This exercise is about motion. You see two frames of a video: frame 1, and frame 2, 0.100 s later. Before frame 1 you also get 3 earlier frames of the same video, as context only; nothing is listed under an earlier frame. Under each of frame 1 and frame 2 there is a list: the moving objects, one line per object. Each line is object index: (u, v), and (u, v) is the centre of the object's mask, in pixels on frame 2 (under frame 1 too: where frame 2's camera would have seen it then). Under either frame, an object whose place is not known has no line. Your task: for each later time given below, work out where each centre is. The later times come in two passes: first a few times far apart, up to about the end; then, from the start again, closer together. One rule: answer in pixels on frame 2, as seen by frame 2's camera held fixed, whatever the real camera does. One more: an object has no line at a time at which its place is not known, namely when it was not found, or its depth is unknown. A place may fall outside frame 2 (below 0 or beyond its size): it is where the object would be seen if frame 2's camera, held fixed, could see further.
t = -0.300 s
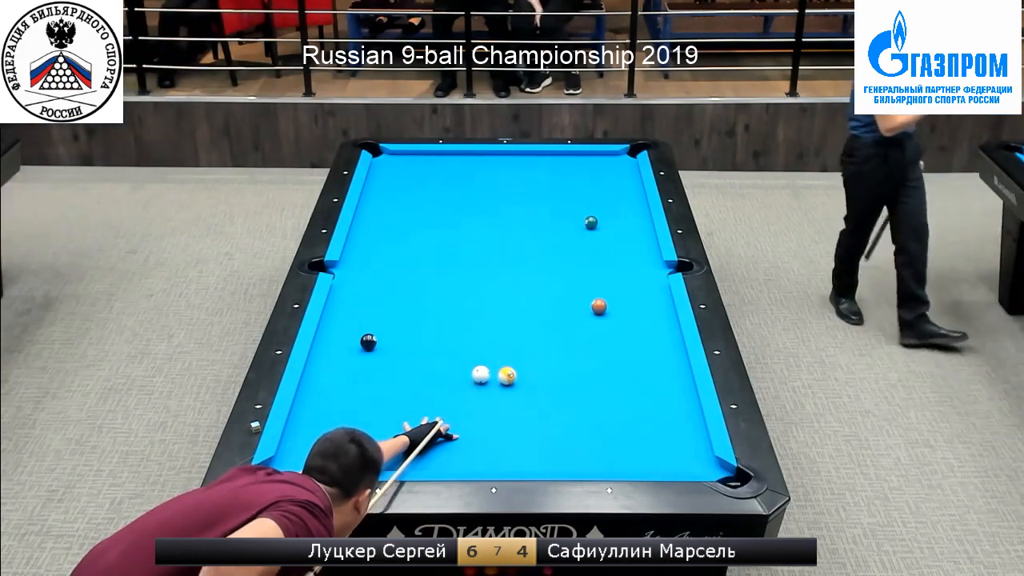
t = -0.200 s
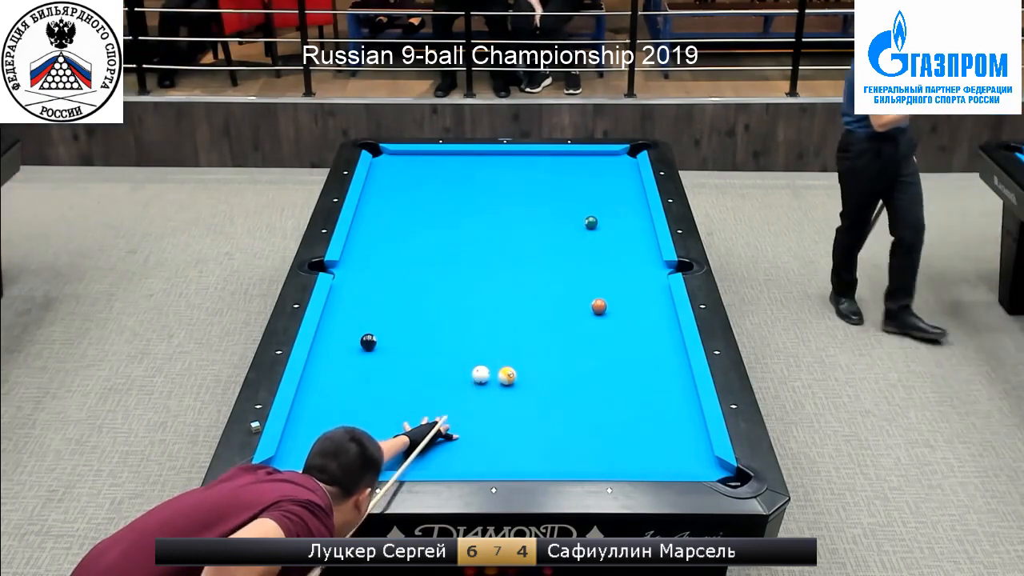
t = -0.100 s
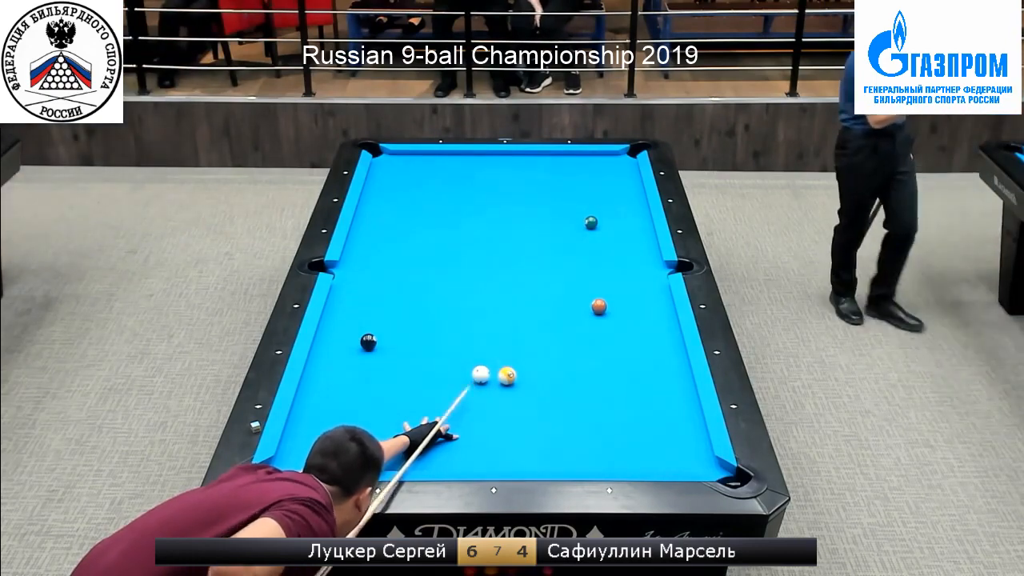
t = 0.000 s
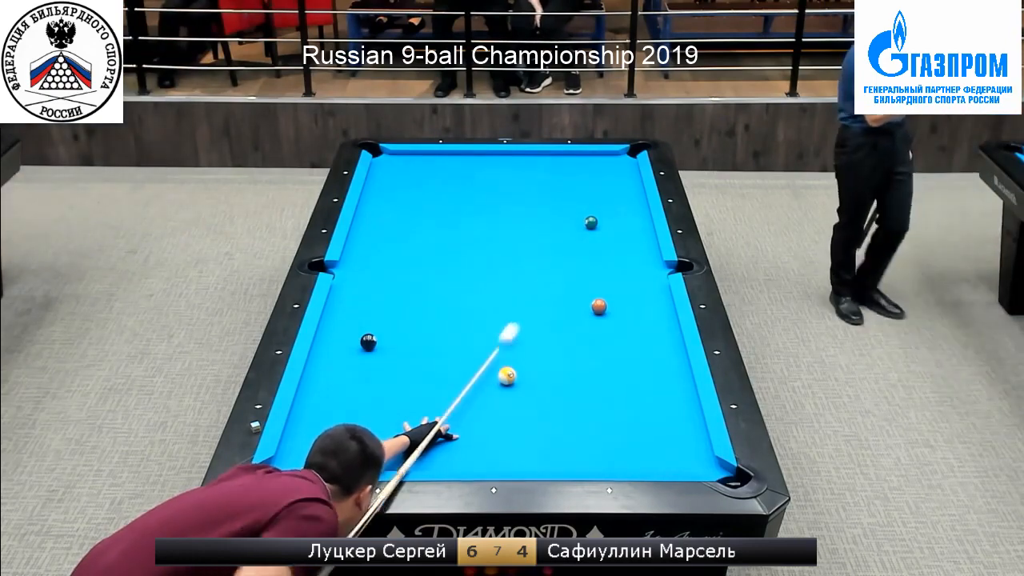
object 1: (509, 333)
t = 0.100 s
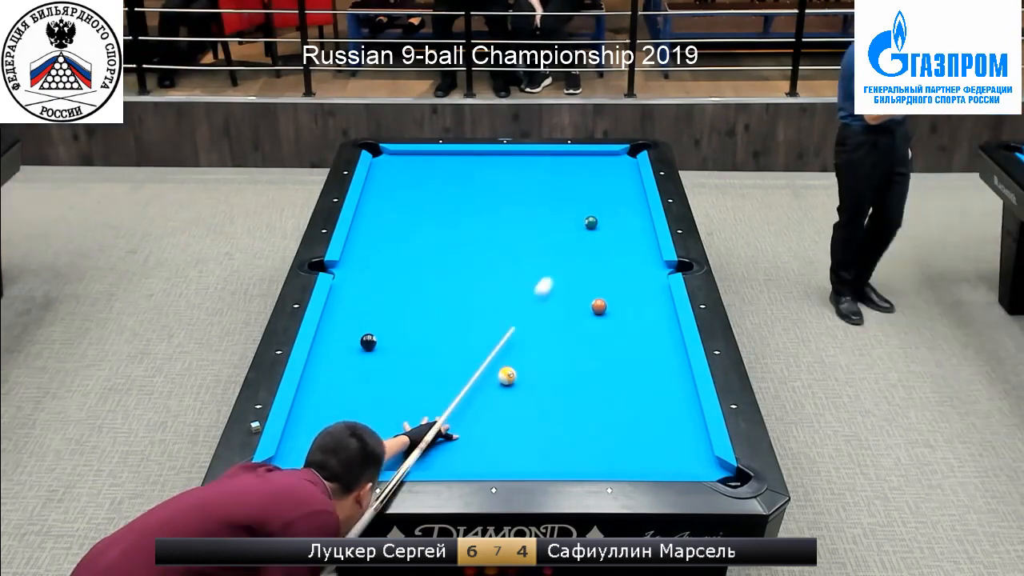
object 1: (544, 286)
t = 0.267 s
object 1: (587, 228)
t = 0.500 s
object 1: (603, 222)
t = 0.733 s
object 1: (623, 205)
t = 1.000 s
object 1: (634, 187)
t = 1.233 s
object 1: (621, 176)
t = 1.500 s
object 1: (607, 163)
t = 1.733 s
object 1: (595, 153)
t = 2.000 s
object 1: (585, 160)
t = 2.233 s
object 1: (577, 165)
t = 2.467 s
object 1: (569, 171)
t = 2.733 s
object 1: (561, 177)
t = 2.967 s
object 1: (554, 181)
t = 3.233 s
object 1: (546, 187)
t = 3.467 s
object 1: (540, 191)
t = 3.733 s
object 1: (533, 195)
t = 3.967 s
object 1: (528, 199)
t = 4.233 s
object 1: (522, 202)
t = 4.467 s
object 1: (518, 205)
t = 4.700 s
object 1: (514, 207)
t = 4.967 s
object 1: (511, 210)
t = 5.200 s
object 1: (509, 211)
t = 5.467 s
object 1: (507, 212)
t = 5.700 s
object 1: (506, 213)
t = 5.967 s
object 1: (505, 213)
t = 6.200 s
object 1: (505, 214)
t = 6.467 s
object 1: (505, 214)
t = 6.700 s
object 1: (505, 214)
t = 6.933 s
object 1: (505, 214)
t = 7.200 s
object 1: (505, 214)
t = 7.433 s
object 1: (505, 214)
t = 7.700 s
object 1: (505, 214)
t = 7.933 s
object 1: (505, 214)
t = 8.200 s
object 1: (505, 214)
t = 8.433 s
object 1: (505, 214)
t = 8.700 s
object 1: (505, 214)
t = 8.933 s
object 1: (505, 214)
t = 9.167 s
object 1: (505, 214)
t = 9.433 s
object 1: (505, 213)
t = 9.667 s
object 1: (505, 214)
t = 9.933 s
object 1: (505, 214)
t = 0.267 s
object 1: (587, 228)
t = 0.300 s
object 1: (590, 227)
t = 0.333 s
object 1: (591, 227)
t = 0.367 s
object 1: (594, 226)
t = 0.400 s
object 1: (596, 225)
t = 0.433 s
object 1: (598, 224)
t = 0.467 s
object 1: (600, 223)
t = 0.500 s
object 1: (603, 222)
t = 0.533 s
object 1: (605, 220)
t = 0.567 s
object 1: (608, 217)
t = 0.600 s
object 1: (611, 215)
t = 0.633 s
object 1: (614, 213)
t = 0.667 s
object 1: (617, 210)
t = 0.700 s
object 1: (620, 207)
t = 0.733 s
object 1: (623, 205)
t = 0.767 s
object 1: (625, 202)
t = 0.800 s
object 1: (628, 200)
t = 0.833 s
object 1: (631, 198)
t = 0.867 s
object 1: (634, 195)
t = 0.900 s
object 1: (636, 193)
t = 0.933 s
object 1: (639, 191)
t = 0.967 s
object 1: (637, 189)
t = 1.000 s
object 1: (634, 187)
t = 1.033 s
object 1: (632, 186)
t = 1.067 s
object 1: (630, 184)
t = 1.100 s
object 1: (628, 182)
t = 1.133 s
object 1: (626, 181)
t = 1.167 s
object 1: (625, 179)
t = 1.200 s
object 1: (623, 177)
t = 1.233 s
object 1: (621, 176)
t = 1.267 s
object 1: (619, 174)
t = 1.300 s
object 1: (617, 173)
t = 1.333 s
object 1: (615, 171)
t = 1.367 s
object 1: (614, 169)
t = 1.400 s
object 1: (612, 168)
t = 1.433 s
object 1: (610, 166)
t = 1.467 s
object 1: (608, 165)
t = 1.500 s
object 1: (607, 163)
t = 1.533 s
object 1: (605, 162)
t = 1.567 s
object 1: (603, 160)
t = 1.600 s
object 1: (602, 159)
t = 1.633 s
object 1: (600, 158)
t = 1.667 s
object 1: (598, 156)
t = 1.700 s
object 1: (597, 155)
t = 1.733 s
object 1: (595, 153)
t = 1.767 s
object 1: (594, 153)
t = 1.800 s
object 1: (593, 154)
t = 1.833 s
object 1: (592, 155)
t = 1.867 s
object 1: (591, 156)
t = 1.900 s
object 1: (589, 156)
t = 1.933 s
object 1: (588, 158)
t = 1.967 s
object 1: (587, 159)
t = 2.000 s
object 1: (585, 160)
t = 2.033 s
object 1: (584, 160)
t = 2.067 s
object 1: (583, 161)
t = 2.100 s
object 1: (582, 162)
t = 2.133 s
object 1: (581, 163)
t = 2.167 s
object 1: (580, 164)
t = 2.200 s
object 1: (578, 164)
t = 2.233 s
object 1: (577, 165)
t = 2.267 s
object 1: (576, 166)
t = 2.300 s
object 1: (575, 167)
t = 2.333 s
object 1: (574, 168)
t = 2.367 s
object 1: (573, 169)
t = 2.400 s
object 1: (572, 169)
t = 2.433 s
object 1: (570, 170)
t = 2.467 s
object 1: (569, 171)
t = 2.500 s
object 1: (568, 172)
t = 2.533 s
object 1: (567, 172)
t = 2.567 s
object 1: (566, 173)
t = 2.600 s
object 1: (565, 174)
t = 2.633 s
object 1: (564, 175)
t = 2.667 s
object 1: (563, 175)
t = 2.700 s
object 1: (562, 176)
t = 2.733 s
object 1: (561, 177)
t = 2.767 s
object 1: (560, 177)
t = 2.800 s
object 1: (559, 178)
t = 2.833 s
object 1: (558, 179)
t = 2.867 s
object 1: (557, 179)
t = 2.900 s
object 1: (556, 180)
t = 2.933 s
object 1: (555, 181)
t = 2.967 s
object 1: (554, 181)
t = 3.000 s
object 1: (553, 182)
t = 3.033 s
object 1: (552, 183)
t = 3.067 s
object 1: (550, 183)
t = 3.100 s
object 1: (550, 184)
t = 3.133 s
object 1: (549, 185)
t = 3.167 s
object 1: (548, 185)
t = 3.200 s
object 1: (547, 186)
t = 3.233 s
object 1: (546, 187)
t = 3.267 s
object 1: (545, 187)
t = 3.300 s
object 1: (544, 188)
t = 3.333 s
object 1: (543, 188)
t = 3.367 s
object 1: (542, 189)
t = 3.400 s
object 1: (541, 190)
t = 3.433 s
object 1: (541, 190)
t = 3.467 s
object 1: (540, 191)
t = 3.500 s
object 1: (539, 191)
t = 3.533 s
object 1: (538, 192)
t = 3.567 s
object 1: (537, 193)
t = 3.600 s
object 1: (536, 193)
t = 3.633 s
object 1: (536, 194)
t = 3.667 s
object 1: (535, 194)
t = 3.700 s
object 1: (534, 195)
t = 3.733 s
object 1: (533, 195)
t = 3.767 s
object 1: (532, 196)
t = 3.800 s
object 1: (532, 196)
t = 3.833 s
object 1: (531, 197)
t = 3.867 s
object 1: (530, 197)
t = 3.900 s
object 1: (529, 198)
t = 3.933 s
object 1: (529, 198)
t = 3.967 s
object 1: (528, 199)
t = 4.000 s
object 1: (527, 199)
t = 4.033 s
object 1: (527, 200)
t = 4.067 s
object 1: (526, 200)
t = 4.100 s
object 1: (525, 201)
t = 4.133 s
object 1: (524, 201)
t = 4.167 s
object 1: (524, 201)
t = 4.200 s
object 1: (523, 202)
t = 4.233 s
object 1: (522, 202)
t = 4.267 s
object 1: (522, 203)
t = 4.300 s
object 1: (521, 203)
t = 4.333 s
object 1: (520, 203)
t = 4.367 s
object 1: (520, 204)
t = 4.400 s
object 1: (519, 204)
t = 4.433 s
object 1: (519, 205)
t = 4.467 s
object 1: (518, 205)
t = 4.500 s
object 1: (517, 205)
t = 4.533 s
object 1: (517, 206)
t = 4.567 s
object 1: (516, 206)
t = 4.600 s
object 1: (516, 206)
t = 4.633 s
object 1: (515, 207)
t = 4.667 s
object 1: (515, 207)
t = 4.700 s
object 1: (514, 207)
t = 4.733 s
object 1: (514, 208)
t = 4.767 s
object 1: (513, 208)
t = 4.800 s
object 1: (513, 208)
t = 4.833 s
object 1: (512, 208)
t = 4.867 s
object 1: (512, 209)
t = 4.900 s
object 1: (512, 209)
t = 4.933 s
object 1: (511, 209)
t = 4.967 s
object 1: (511, 210)
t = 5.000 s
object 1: (510, 210)
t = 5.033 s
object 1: (510, 210)
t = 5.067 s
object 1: (510, 210)
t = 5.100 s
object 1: (509, 210)
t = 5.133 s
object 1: (509, 211)
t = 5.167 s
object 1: (509, 211)
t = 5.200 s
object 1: (509, 211)
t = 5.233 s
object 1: (508, 211)
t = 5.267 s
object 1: (508, 212)
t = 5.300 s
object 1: (508, 212)
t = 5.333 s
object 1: (508, 212)
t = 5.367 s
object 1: (507, 212)
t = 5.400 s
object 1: (507, 212)
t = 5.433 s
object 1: (507, 212)
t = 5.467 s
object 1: (507, 212)
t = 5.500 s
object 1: (507, 212)
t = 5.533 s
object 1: (507, 212)
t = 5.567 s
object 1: (506, 213)
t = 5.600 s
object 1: (506, 213)
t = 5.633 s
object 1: (506, 213)
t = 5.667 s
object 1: (506, 213)
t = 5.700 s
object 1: (506, 213)
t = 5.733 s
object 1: (506, 213)
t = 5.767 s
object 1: (506, 213)
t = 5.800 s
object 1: (506, 213)
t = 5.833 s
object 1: (505, 213)
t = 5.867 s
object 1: (505, 213)
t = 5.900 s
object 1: (505, 213)
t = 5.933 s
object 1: (505, 213)
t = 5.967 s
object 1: (505, 213)
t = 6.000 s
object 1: (505, 214)
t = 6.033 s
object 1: (505, 214)
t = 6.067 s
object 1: (505, 214)
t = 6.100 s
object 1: (505, 214)
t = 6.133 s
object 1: (505, 214)
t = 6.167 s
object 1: (505, 213)
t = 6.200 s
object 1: (505, 214)
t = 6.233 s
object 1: (505, 214)
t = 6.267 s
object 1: (505, 214)
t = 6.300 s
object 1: (505, 214)
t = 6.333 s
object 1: (505, 213)
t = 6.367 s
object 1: (505, 214)
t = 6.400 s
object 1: (505, 214)
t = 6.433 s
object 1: (505, 214)
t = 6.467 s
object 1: (505, 214)
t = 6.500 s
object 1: (505, 214)
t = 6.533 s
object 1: (505, 214)
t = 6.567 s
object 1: (505, 214)
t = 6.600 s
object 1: (505, 214)
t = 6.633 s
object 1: (505, 214)
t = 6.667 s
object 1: (505, 214)
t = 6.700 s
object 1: (505, 214)
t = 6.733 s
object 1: (505, 214)
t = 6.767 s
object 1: (505, 214)
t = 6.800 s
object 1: (505, 214)
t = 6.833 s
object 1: (505, 214)
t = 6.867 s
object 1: (505, 214)
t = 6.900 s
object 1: (505, 214)
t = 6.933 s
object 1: (505, 214)
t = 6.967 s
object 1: (505, 214)
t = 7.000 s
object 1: (505, 214)
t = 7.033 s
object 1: (505, 214)
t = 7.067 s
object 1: (505, 214)
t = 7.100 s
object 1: (505, 214)
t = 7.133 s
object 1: (505, 214)
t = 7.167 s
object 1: (505, 214)
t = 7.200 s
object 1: (505, 214)
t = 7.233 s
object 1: (505, 214)
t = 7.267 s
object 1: (505, 214)
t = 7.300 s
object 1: (505, 214)
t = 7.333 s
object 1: (505, 214)
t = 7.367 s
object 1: (505, 214)
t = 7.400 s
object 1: (505, 214)
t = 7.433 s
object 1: (505, 214)
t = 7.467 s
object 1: (505, 214)
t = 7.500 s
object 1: (505, 214)
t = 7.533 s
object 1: (505, 214)
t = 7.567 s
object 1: (505, 214)
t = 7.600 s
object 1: (505, 214)
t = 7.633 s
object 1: (505, 214)
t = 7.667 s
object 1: (505, 214)
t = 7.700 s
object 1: (505, 214)
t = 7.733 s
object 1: (505, 214)
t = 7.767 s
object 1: (505, 214)
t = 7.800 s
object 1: (505, 214)
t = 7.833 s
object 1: (505, 214)
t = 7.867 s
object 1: (505, 214)
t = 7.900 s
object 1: (505, 214)
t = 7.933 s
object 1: (505, 214)
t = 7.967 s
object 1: (505, 214)
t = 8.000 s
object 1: (505, 214)
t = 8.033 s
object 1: (505, 214)
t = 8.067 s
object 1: (505, 214)
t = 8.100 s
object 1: (505, 214)
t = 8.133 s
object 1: (505, 214)
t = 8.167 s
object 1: (505, 214)
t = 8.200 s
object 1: (505, 214)
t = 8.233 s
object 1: (505, 214)
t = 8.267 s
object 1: (505, 214)
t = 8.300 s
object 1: (505, 214)
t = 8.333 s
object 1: (505, 214)
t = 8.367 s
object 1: (505, 214)
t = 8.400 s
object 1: (505, 214)
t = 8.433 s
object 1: (505, 214)
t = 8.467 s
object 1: (505, 214)
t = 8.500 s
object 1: (505, 214)
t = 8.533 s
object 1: (505, 214)
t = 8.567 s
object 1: (505, 214)
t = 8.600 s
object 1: (505, 214)
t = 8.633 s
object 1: (505, 214)
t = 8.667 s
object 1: (505, 214)
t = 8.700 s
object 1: (505, 214)
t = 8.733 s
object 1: (505, 214)
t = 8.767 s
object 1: (505, 214)
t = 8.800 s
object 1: (505, 214)
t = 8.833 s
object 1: (505, 214)
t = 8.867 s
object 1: (505, 214)
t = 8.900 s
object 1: (505, 214)
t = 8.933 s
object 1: (505, 214)
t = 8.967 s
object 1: (505, 214)
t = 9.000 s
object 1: (505, 214)
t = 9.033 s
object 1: (505, 214)
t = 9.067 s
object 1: (505, 214)
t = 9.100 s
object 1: (505, 214)
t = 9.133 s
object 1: (505, 214)
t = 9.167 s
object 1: (505, 214)
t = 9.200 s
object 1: (505, 214)
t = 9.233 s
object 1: (505, 214)
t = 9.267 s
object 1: (505, 214)
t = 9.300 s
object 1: (505, 214)
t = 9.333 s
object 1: (505, 214)
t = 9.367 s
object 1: (505, 214)
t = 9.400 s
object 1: (505, 214)
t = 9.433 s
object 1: (505, 213)
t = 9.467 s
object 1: (505, 213)
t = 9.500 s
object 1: (505, 214)
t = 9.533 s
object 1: (505, 213)
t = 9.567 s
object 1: (505, 213)
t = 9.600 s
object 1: (505, 214)
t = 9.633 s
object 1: (505, 214)
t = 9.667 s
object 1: (505, 214)
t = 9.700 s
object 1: (505, 214)
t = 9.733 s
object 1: (505, 214)
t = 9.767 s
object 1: (505, 214)
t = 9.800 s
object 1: (505, 214)
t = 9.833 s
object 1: (505, 214)
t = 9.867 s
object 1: (505, 214)
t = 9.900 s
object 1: (505, 214)
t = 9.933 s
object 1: (505, 214)
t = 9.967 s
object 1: (505, 214)
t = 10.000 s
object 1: (505, 214)
